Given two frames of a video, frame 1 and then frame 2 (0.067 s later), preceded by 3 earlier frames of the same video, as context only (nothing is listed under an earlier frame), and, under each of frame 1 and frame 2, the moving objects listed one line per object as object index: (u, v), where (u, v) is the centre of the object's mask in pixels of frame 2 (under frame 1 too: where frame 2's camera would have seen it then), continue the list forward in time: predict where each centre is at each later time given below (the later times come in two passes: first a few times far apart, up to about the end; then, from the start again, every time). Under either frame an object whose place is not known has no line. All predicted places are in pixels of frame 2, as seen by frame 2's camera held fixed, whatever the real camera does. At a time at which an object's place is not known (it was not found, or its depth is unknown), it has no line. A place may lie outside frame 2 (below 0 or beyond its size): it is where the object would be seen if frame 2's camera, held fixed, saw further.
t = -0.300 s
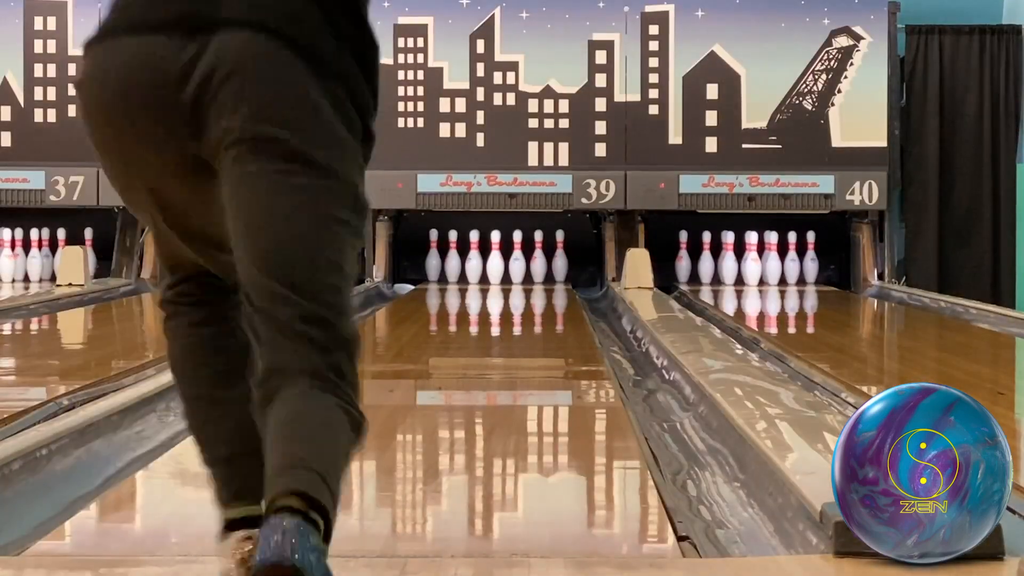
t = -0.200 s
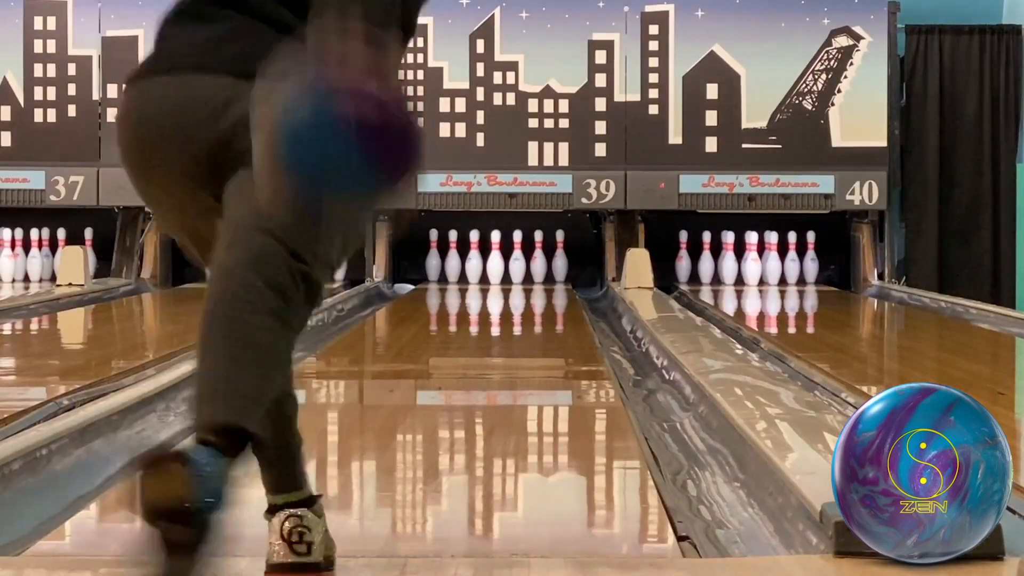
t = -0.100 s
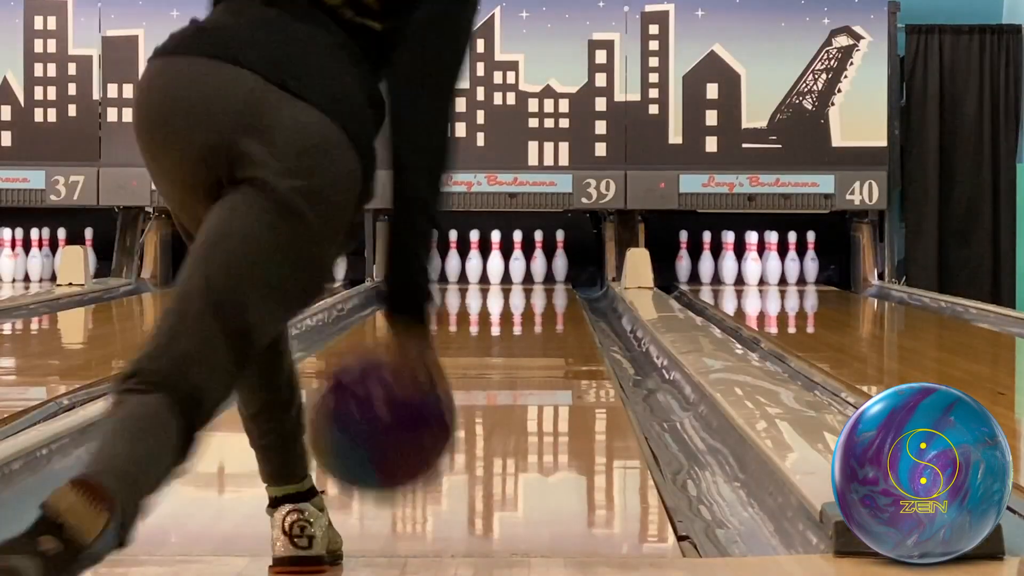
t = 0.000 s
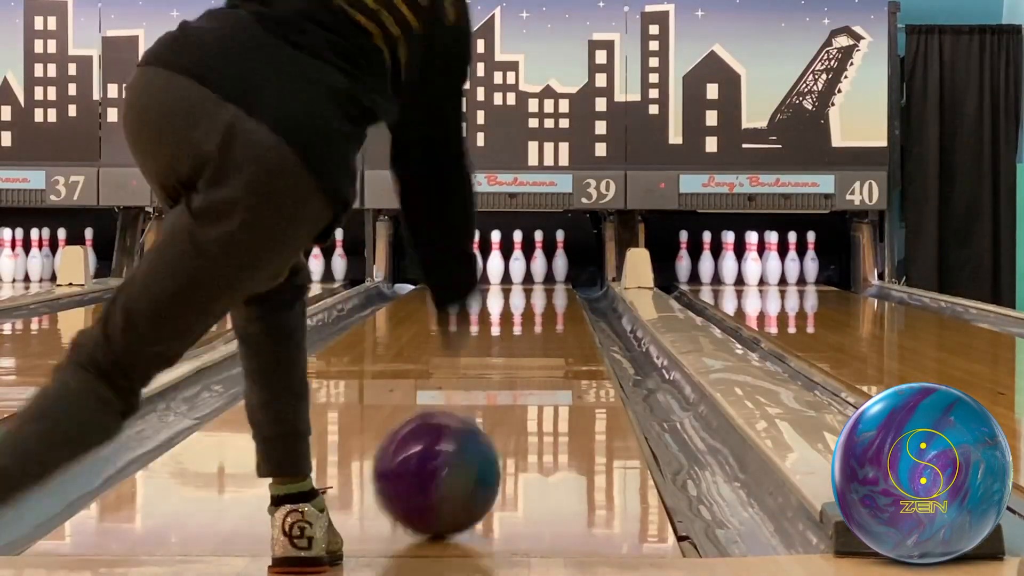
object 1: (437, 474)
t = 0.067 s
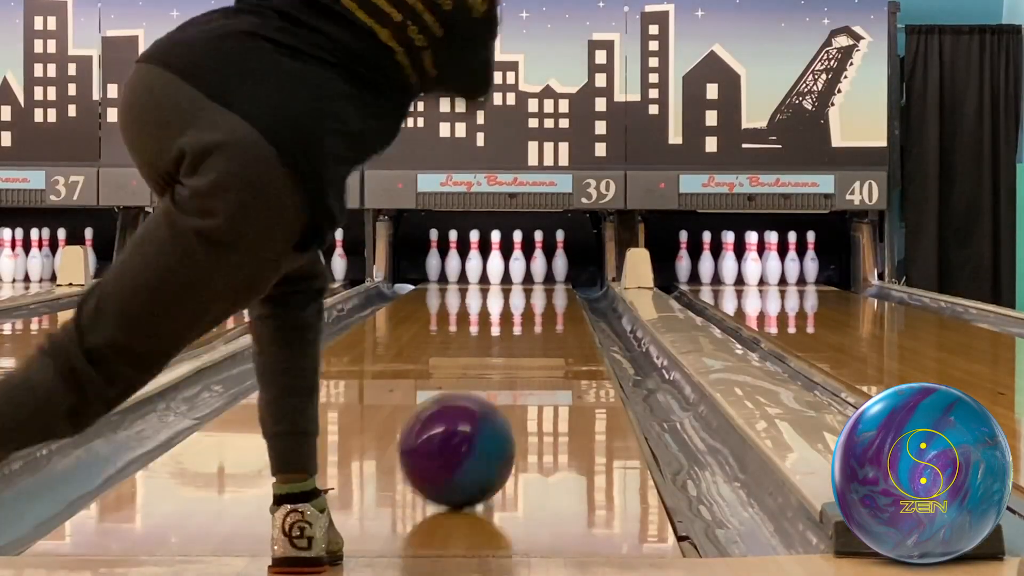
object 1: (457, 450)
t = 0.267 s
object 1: (499, 398)
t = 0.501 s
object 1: (526, 359)
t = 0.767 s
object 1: (546, 332)
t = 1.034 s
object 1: (557, 313)
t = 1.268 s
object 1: (561, 301)
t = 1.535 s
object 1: (562, 290)
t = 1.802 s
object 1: (553, 282)
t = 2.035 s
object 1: (539, 277)
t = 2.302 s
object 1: (514, 271)
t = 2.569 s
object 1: (494, 268)
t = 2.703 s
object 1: (487, 267)
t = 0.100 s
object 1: (465, 440)
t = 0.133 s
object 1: (473, 430)
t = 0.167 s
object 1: (481, 421)
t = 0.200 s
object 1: (487, 413)
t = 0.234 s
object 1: (493, 405)
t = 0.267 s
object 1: (499, 398)
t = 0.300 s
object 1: (503, 391)
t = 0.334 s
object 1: (508, 385)
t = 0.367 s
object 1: (512, 378)
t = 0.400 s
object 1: (516, 373)
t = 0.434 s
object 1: (520, 368)
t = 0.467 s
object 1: (523, 364)
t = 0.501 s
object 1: (526, 359)
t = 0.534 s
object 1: (522, 357)
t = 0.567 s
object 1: (535, 352)
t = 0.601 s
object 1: (535, 348)
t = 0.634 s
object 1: (537, 344)
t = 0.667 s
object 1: (540, 341)
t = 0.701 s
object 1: (542, 338)
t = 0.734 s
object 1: (544, 335)
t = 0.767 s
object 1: (546, 332)
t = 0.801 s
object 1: (548, 329)
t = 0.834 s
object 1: (549, 326)
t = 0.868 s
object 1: (551, 324)
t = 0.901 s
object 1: (552, 322)
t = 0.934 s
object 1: (554, 319)
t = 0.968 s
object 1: (555, 317)
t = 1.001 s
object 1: (556, 315)
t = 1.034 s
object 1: (557, 313)
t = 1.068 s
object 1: (557, 310)
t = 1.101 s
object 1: (558, 309)
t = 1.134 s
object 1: (559, 307)
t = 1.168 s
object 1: (560, 305)
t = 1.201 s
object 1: (560, 304)
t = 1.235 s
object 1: (561, 302)
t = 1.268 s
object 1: (561, 301)
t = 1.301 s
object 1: (562, 299)
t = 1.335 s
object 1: (562, 298)
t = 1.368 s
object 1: (562, 297)
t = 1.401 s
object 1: (562, 296)
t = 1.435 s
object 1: (562, 295)
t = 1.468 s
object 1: (562, 293)
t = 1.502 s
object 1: (561, 291)
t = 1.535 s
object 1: (562, 290)
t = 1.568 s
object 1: (561, 290)
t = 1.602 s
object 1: (560, 288)
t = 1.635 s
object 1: (560, 287)
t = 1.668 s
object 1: (559, 286)
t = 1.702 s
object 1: (558, 285)
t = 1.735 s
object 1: (557, 284)
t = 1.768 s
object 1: (555, 283)
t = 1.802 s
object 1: (553, 282)
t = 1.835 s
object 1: (552, 281)
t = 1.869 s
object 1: (550, 280)
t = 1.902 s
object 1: (548, 279)
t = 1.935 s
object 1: (546, 279)
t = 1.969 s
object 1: (544, 278)
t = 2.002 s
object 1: (541, 278)
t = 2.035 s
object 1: (539, 277)
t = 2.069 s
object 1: (536, 276)
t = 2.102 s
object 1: (533, 275)
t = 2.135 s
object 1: (530, 275)
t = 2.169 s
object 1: (527, 274)
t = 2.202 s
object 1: (523, 273)
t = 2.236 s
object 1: (520, 273)
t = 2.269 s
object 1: (516, 272)
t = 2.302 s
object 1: (514, 271)
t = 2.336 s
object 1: (510, 270)
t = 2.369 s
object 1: (506, 269)
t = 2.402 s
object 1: (504, 269)
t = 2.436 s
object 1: (503, 269)
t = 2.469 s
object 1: (501, 269)
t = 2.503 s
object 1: (498, 270)
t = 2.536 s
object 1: (496, 268)
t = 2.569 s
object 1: (494, 268)
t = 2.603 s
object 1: (493, 267)
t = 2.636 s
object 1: (489, 267)
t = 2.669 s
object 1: (487, 267)
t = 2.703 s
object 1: (487, 267)
